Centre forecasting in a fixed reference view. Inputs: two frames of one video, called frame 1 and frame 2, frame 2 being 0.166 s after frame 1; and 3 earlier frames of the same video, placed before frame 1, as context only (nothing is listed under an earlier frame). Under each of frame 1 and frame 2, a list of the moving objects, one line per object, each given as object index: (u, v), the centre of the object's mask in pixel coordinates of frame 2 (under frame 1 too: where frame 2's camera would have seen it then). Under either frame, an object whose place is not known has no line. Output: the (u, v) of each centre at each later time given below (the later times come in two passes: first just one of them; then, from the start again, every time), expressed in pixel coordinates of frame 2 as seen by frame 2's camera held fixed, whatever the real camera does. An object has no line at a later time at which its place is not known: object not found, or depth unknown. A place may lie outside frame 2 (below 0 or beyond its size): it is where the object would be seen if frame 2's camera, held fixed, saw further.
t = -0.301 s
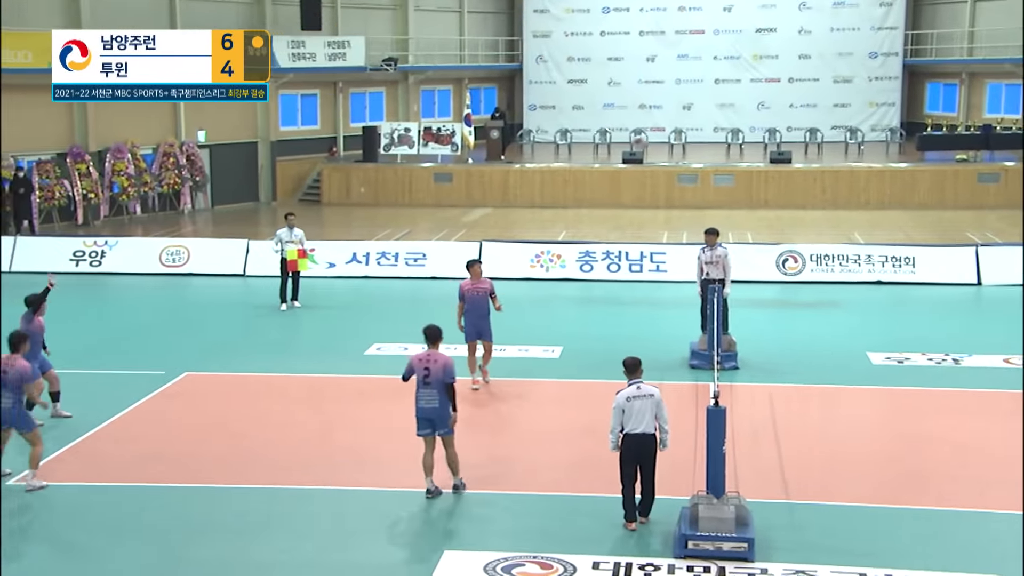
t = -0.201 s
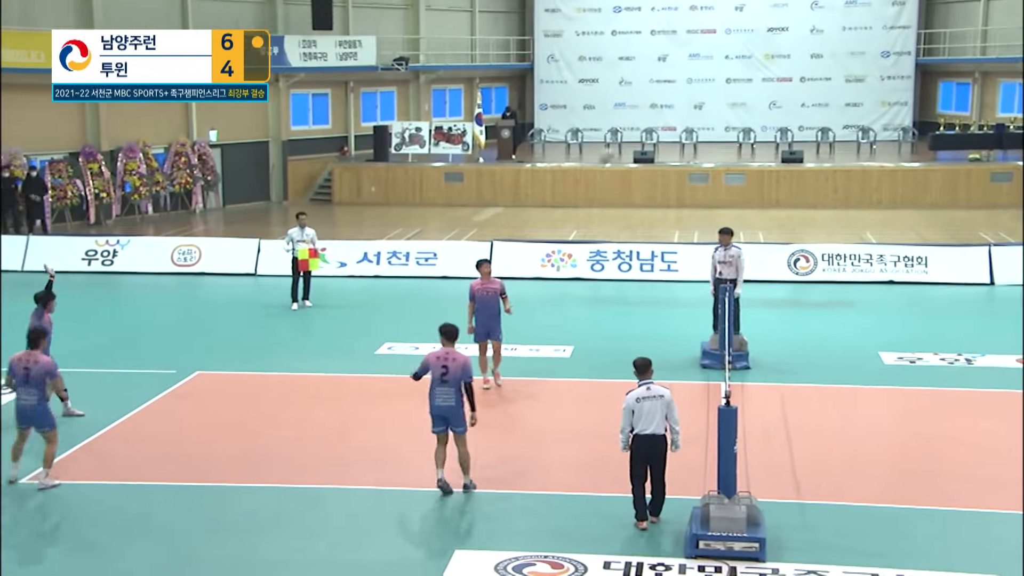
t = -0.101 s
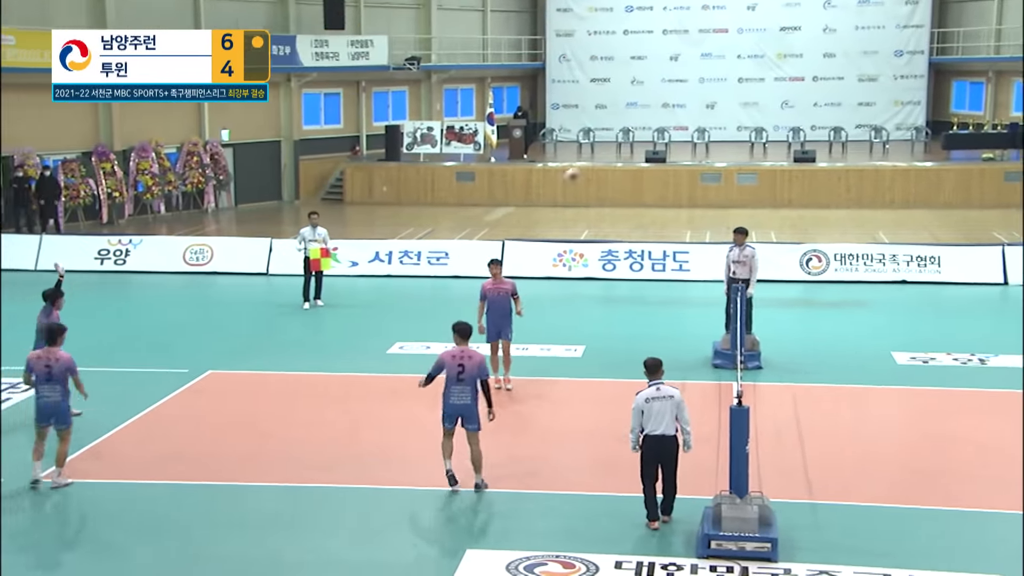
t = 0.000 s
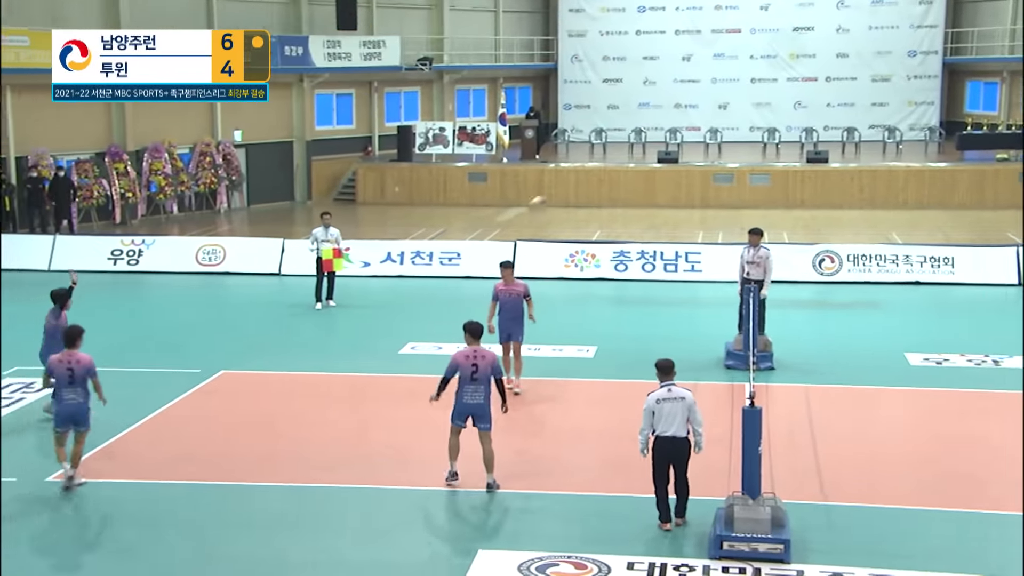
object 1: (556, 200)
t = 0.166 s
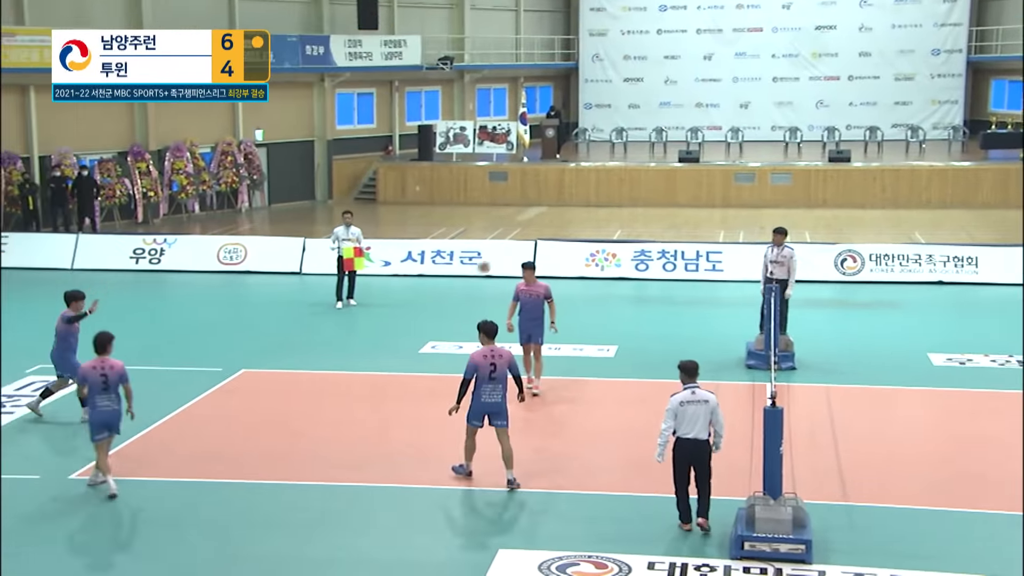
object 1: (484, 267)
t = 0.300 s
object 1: (424, 330)
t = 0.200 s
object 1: (468, 281)
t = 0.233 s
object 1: (453, 297)
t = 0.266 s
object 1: (439, 313)
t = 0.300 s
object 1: (424, 330)
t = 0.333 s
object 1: (410, 348)
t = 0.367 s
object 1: (396, 369)
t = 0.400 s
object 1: (380, 384)
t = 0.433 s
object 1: (366, 400)
